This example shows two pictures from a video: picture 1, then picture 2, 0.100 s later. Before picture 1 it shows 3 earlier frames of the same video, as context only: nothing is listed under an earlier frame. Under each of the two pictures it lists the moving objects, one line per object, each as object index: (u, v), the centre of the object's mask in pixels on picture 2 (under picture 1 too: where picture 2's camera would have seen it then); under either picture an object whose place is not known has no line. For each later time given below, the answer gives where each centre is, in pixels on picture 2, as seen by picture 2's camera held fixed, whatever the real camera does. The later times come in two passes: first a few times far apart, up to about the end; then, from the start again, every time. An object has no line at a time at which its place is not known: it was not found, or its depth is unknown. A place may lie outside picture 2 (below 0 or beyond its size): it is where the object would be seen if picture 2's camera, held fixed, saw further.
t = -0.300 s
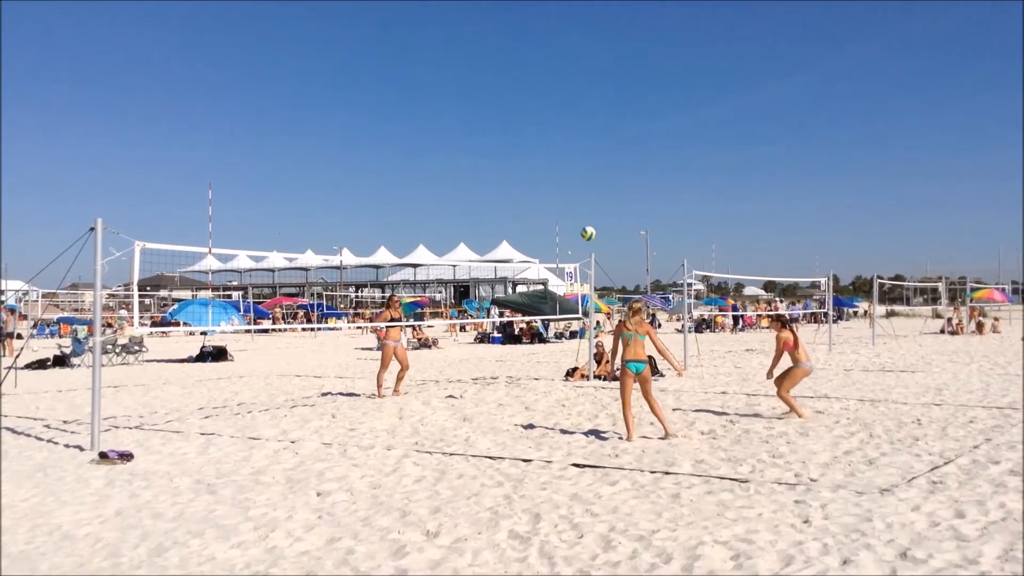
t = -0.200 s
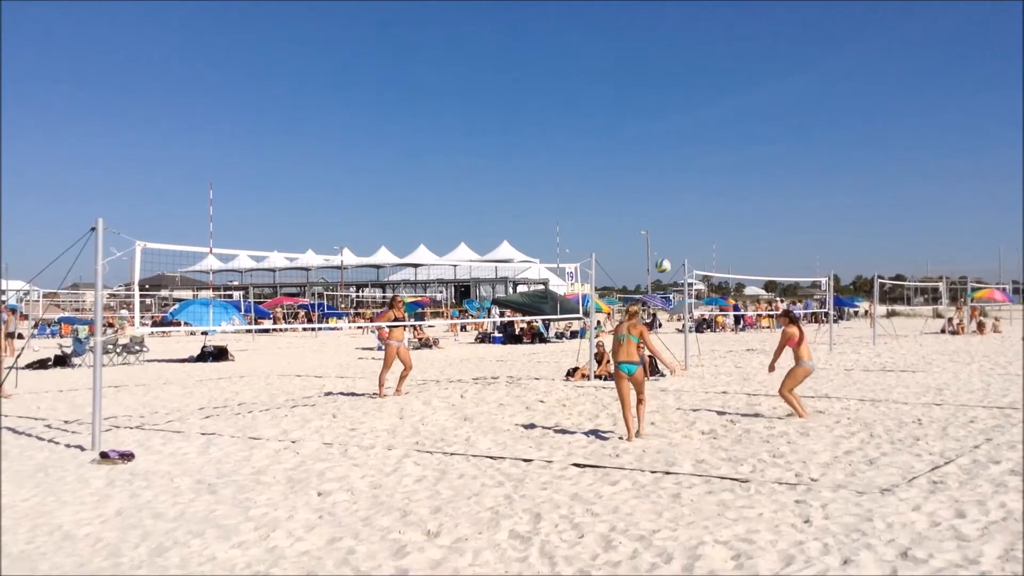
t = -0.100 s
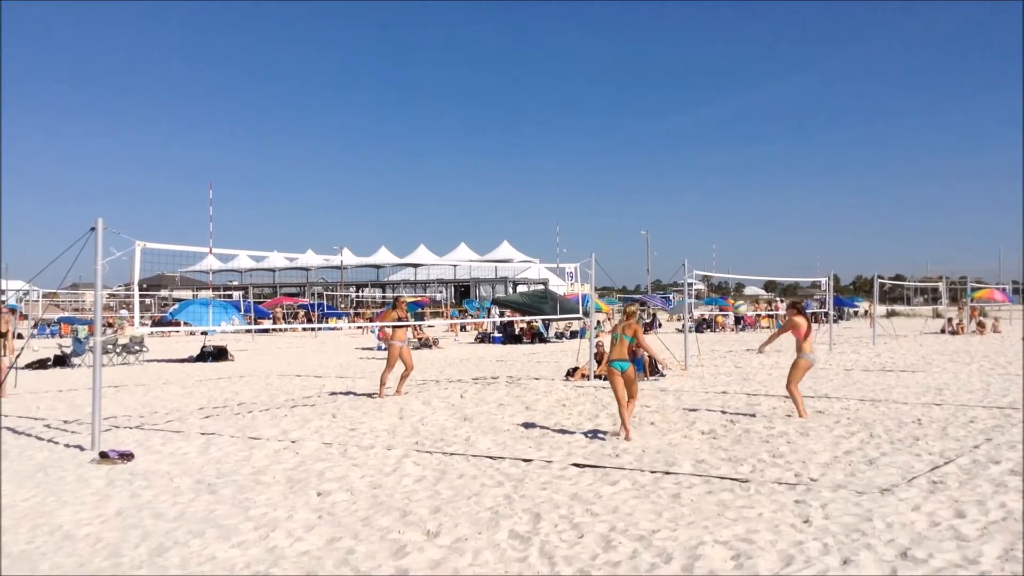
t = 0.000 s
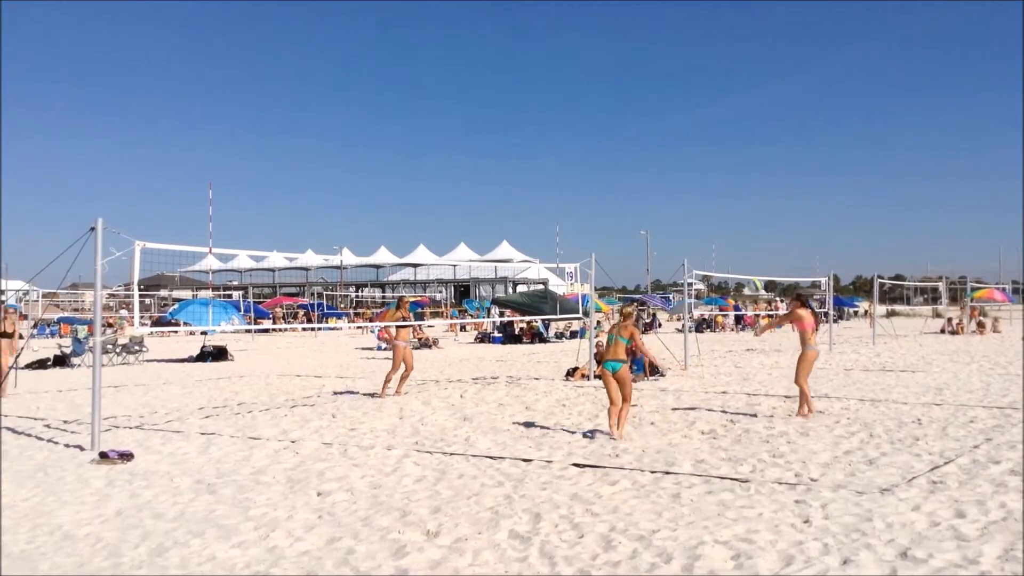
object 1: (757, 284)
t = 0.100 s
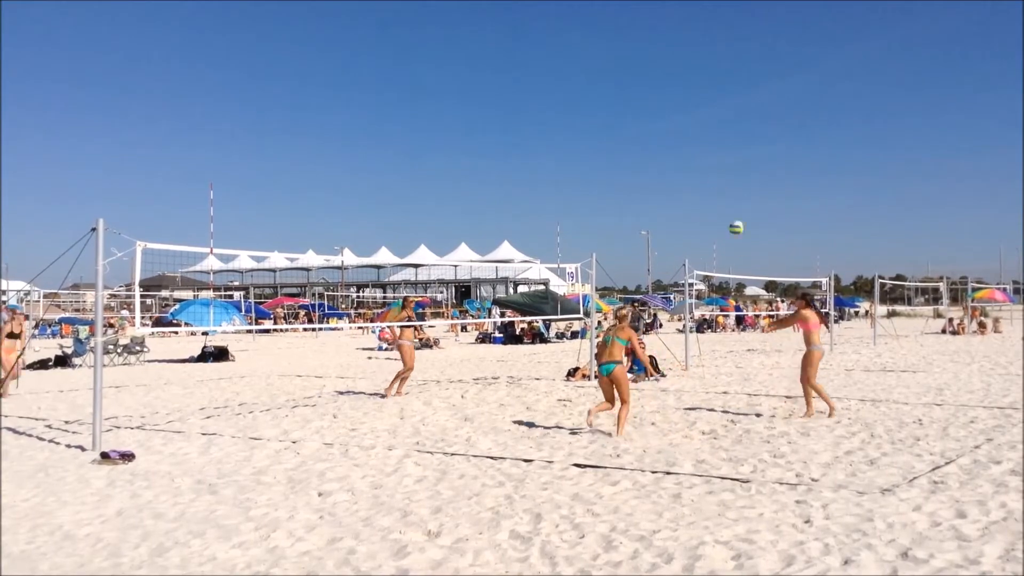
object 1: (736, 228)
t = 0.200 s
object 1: (719, 180)
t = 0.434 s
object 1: (680, 95)
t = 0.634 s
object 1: (647, 56)
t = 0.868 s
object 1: (612, 45)
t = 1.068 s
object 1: (583, 65)
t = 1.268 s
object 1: (554, 110)
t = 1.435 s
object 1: (531, 166)
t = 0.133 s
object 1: (731, 211)
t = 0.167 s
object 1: (725, 195)
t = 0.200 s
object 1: (719, 180)
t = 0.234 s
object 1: (713, 165)
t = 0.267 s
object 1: (707, 152)
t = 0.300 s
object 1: (701, 139)
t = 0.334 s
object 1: (696, 127)
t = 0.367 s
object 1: (689, 115)
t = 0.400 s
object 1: (685, 105)
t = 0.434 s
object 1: (680, 95)
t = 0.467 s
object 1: (674, 87)
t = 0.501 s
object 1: (669, 79)
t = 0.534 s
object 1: (664, 73)
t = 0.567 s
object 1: (658, 66)
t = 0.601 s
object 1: (653, 61)
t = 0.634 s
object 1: (647, 56)
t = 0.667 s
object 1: (642, 52)
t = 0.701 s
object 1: (637, 49)
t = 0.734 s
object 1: (632, 47)
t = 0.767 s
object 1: (627, 45)
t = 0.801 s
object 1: (622, 45)
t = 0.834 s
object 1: (617, 45)
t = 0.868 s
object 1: (612, 45)
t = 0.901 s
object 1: (607, 47)
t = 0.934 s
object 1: (602, 49)
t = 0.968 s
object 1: (597, 52)
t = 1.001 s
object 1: (593, 55)
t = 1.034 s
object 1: (588, 60)
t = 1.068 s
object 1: (583, 65)
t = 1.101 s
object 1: (578, 71)
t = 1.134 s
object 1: (573, 77)
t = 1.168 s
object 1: (568, 85)
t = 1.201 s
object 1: (563, 92)
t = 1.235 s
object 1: (558, 101)
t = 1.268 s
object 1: (554, 110)
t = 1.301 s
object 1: (549, 120)
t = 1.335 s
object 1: (545, 130)
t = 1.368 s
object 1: (540, 142)
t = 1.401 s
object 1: (536, 153)
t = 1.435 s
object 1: (531, 166)
